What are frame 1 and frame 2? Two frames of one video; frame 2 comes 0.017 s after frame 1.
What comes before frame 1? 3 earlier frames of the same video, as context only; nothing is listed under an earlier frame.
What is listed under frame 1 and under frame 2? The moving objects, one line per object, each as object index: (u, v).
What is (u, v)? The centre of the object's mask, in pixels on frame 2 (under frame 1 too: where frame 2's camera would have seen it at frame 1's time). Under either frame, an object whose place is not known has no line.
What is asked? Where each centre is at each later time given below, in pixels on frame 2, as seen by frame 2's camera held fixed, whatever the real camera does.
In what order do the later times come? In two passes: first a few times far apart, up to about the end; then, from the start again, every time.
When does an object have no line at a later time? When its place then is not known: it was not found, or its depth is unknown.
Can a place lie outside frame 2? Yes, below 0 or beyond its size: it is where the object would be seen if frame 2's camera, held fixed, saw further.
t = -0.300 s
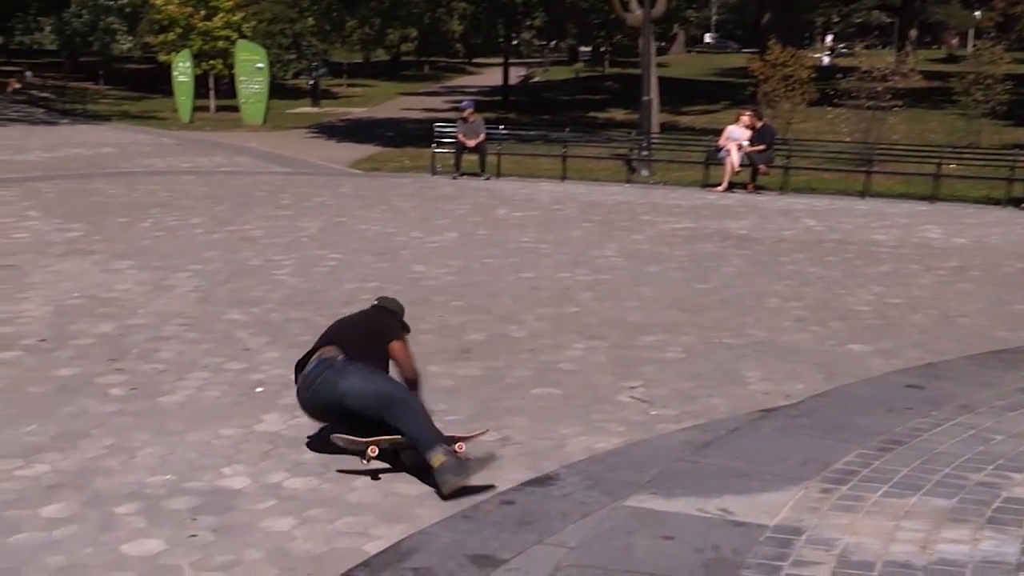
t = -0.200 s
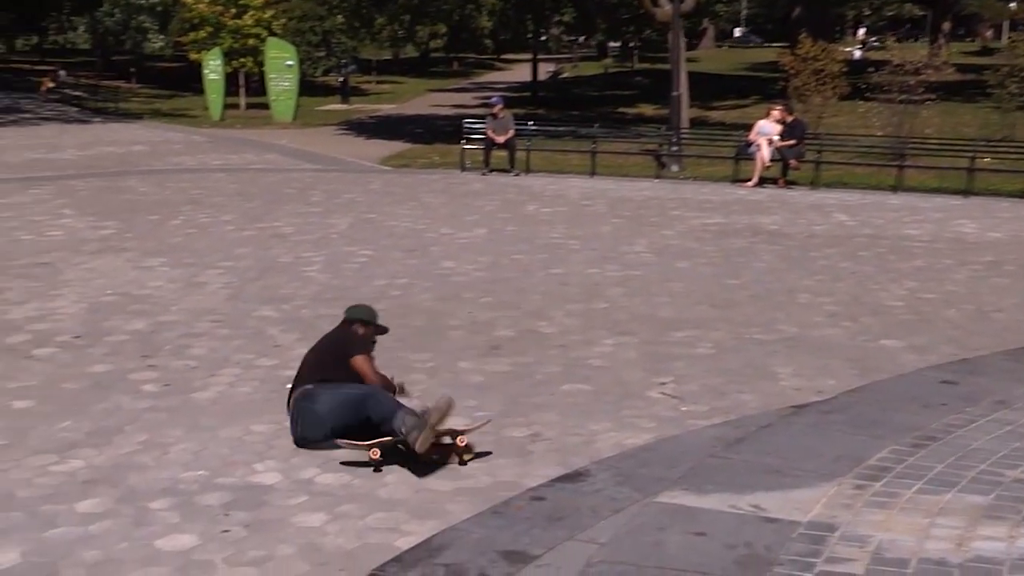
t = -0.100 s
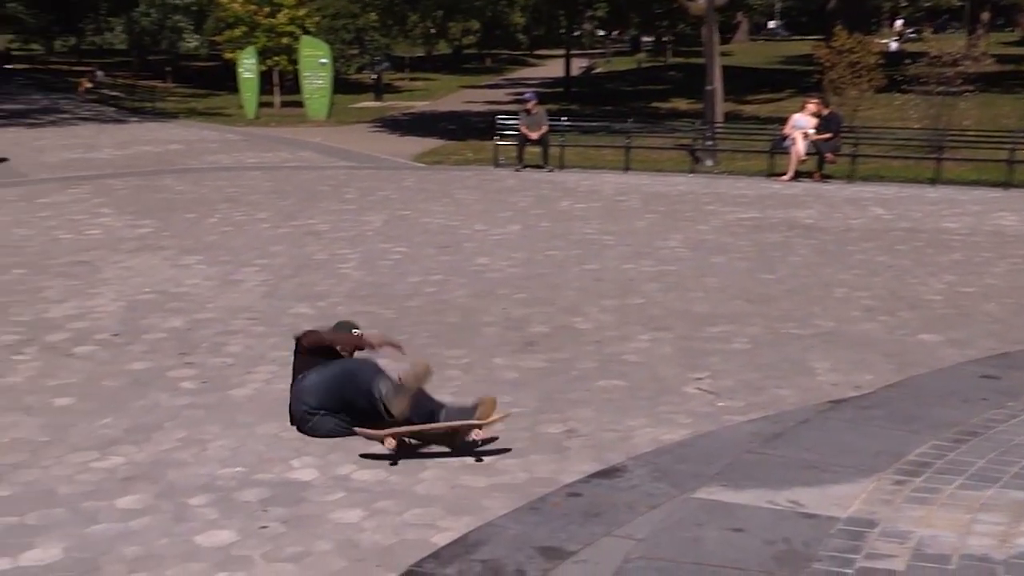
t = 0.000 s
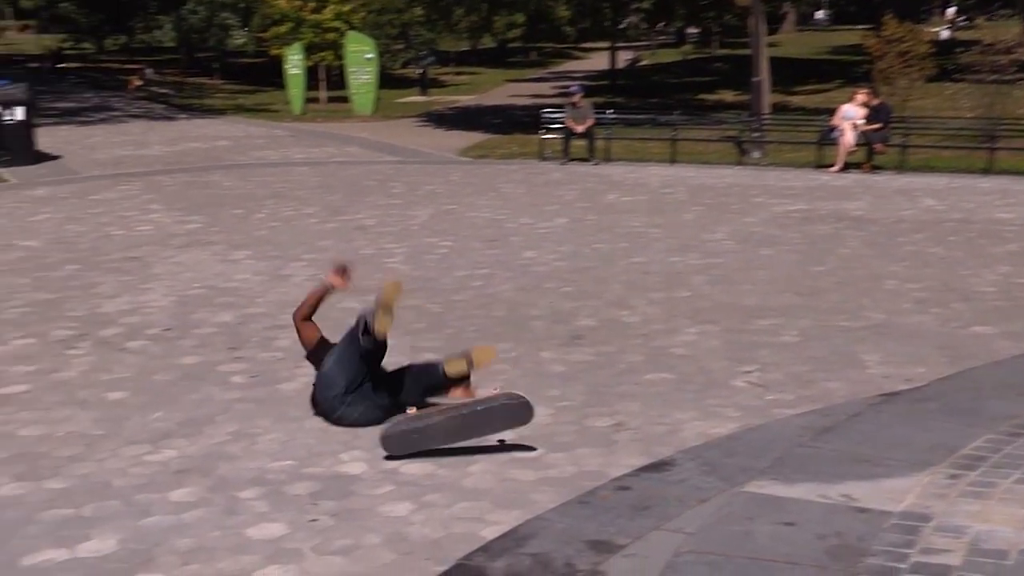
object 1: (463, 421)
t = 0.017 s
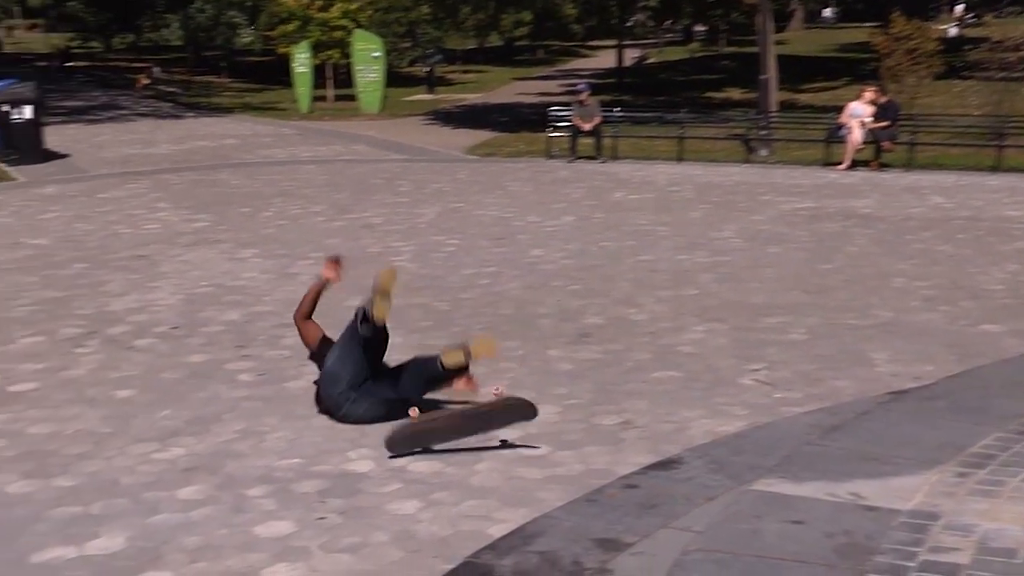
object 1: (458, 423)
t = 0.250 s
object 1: (418, 437)
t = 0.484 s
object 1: (364, 458)
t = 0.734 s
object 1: (332, 456)
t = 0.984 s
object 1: (306, 453)
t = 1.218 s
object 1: (285, 451)
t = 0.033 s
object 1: (452, 425)
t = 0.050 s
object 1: (449, 425)
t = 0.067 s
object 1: (451, 428)
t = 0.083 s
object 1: (451, 429)
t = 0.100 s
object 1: (447, 429)
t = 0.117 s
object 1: (441, 430)
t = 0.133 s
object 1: (436, 431)
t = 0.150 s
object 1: (433, 432)
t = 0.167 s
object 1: (430, 434)
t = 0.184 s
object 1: (427, 437)
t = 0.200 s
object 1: (423, 437)
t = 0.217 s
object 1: (421, 437)
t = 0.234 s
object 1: (416, 436)
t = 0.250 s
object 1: (418, 437)
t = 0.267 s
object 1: (398, 442)
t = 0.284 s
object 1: (398, 440)
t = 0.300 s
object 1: (396, 441)
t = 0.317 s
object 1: (394, 443)
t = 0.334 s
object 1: (391, 443)
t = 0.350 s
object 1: (387, 443)
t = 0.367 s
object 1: (383, 444)
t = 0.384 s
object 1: (382, 446)
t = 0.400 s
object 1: (381, 448)
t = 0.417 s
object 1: (376, 450)
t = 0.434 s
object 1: (374, 453)
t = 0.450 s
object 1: (369, 456)
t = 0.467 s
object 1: (365, 458)
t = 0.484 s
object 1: (364, 458)
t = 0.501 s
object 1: (362, 456)
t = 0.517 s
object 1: (359, 455)
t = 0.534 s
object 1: (357, 455)
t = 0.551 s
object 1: (355, 455)
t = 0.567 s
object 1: (353, 455)
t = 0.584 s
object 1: (350, 455)
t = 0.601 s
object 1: (348, 455)
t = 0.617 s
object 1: (346, 456)
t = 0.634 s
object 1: (343, 457)
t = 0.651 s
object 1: (341, 457)
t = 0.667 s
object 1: (340, 456)
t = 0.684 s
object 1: (338, 456)
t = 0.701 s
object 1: (336, 456)
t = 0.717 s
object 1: (334, 456)
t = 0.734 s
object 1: (332, 456)
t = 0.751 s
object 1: (331, 456)
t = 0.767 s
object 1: (328, 456)
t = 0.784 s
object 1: (327, 455)
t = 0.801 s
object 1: (325, 455)
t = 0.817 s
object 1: (323, 455)
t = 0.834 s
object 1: (321, 455)
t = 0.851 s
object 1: (319, 454)
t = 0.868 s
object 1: (318, 454)
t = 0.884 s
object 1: (316, 454)
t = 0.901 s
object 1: (314, 454)
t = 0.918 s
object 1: (313, 454)
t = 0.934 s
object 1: (311, 454)
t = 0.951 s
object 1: (309, 453)
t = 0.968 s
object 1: (308, 454)
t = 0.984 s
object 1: (306, 453)
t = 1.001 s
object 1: (304, 453)
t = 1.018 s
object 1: (303, 453)
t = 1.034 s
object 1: (301, 453)
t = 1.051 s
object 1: (300, 452)
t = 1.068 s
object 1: (298, 452)
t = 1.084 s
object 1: (297, 452)
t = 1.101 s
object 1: (295, 452)
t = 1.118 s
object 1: (294, 452)
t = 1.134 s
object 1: (292, 452)
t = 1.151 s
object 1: (291, 452)
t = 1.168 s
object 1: (290, 451)
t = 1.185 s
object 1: (288, 451)
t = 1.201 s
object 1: (287, 451)
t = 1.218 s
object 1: (285, 451)
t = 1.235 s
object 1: (284, 451)
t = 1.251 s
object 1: (282, 450)
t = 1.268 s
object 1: (281, 451)
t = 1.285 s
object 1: (279, 450)
